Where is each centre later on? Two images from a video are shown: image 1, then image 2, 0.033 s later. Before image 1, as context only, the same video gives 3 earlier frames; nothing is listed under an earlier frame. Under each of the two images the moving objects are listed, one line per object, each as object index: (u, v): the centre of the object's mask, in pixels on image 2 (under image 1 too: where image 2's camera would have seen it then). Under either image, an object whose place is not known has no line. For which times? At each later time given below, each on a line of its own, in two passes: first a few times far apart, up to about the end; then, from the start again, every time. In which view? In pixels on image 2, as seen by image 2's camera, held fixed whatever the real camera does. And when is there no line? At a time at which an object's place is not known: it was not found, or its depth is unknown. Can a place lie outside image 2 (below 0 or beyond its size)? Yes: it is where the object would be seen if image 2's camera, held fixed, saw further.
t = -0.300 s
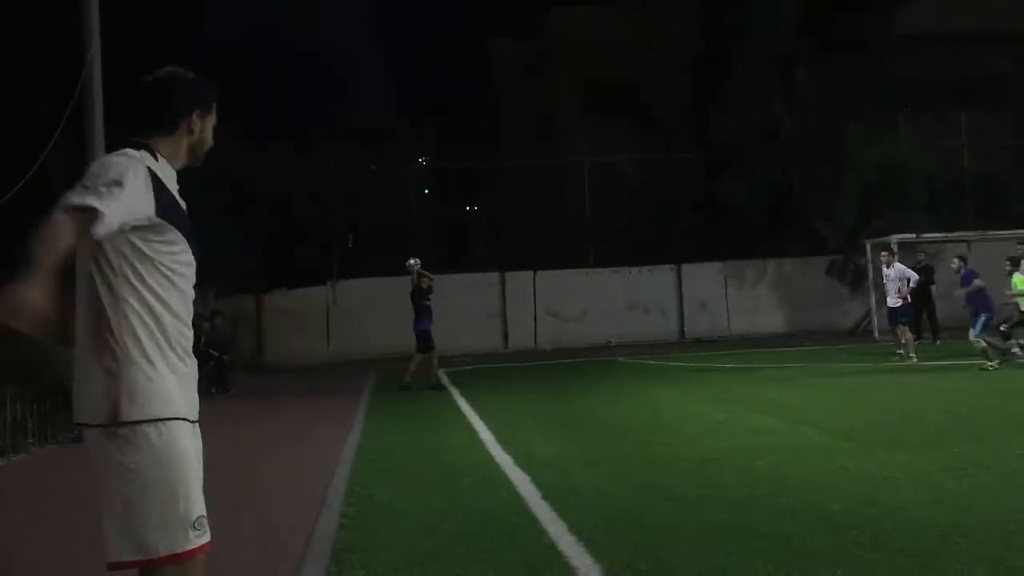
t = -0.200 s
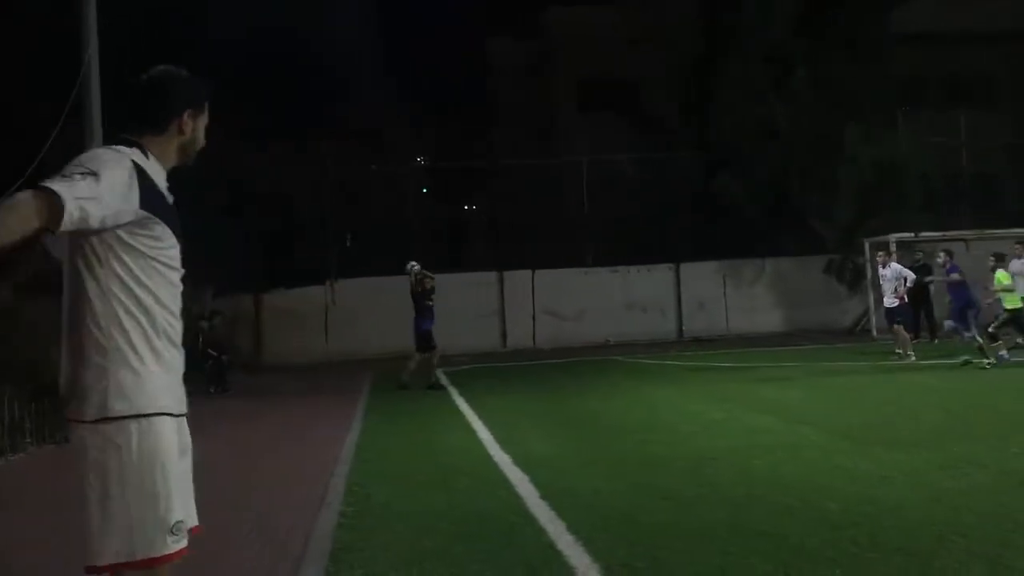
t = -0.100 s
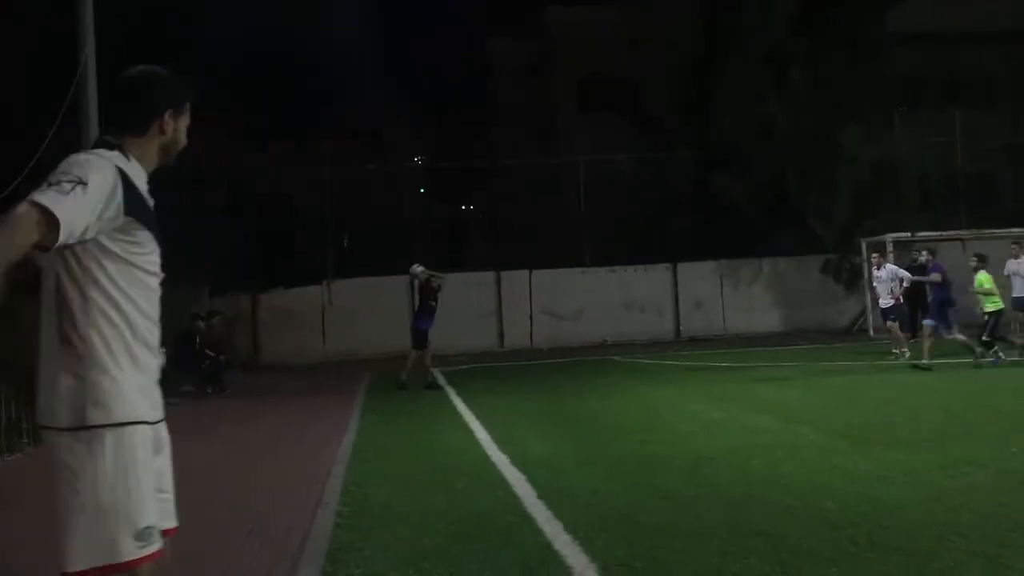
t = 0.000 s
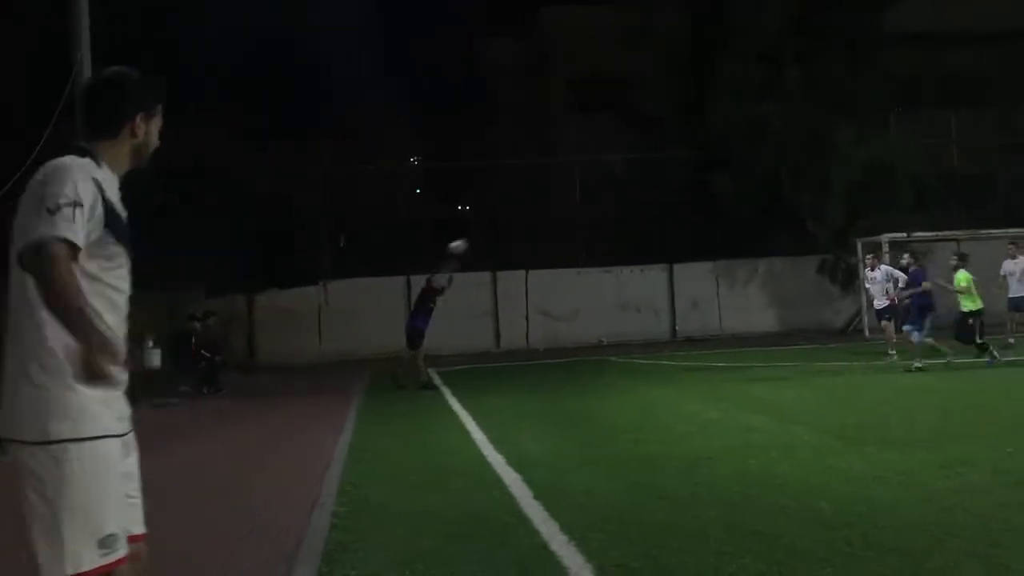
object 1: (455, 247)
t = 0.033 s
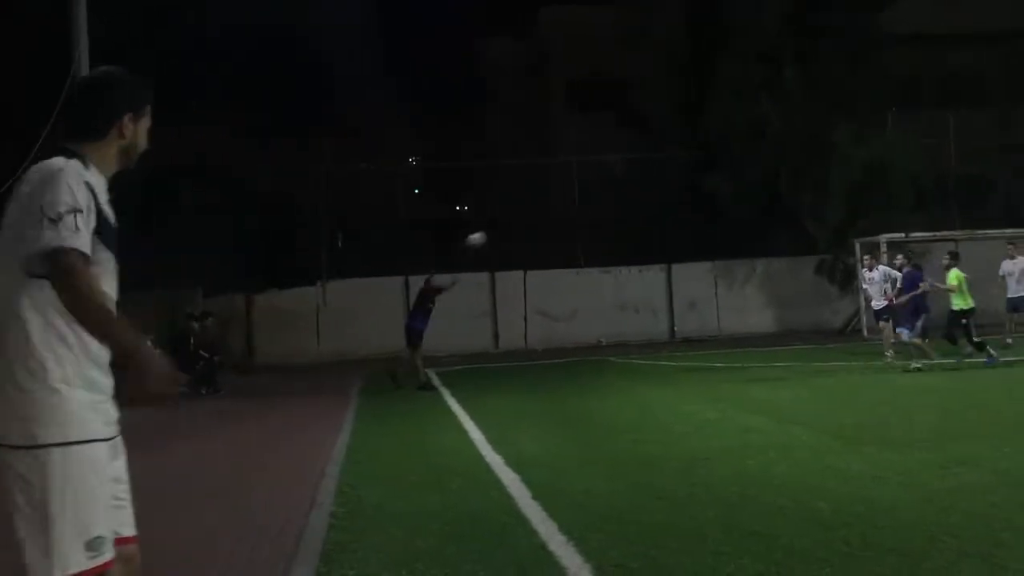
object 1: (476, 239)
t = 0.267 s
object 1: (629, 206)
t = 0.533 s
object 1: (822, 214)
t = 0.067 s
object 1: (497, 232)
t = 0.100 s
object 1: (517, 226)
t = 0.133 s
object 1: (540, 220)
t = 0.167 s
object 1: (562, 217)
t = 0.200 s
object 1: (583, 212)
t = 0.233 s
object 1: (606, 209)
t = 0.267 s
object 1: (629, 206)
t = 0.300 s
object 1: (652, 204)
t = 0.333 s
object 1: (675, 203)
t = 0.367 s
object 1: (698, 202)
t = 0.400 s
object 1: (721, 203)
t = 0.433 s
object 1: (747, 204)
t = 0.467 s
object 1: (771, 207)
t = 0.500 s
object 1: (796, 210)
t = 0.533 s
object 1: (822, 214)
